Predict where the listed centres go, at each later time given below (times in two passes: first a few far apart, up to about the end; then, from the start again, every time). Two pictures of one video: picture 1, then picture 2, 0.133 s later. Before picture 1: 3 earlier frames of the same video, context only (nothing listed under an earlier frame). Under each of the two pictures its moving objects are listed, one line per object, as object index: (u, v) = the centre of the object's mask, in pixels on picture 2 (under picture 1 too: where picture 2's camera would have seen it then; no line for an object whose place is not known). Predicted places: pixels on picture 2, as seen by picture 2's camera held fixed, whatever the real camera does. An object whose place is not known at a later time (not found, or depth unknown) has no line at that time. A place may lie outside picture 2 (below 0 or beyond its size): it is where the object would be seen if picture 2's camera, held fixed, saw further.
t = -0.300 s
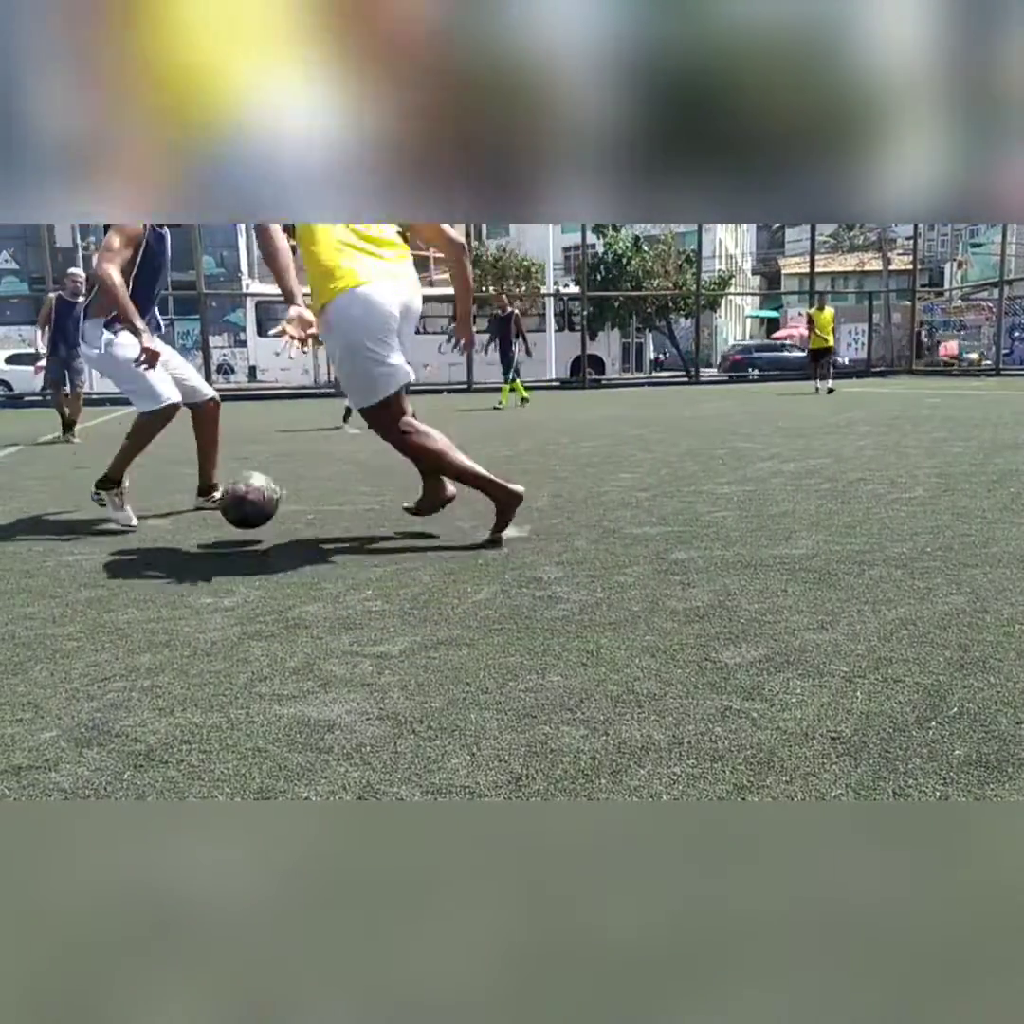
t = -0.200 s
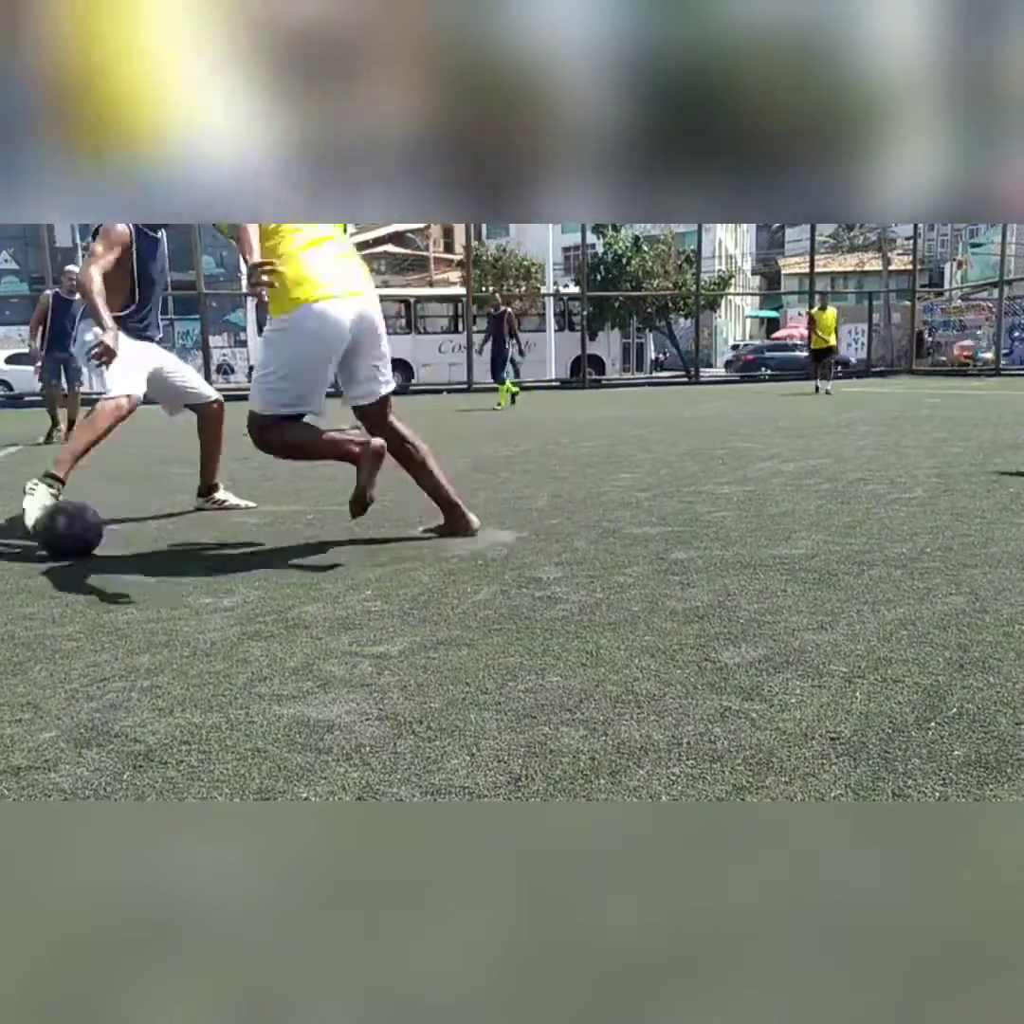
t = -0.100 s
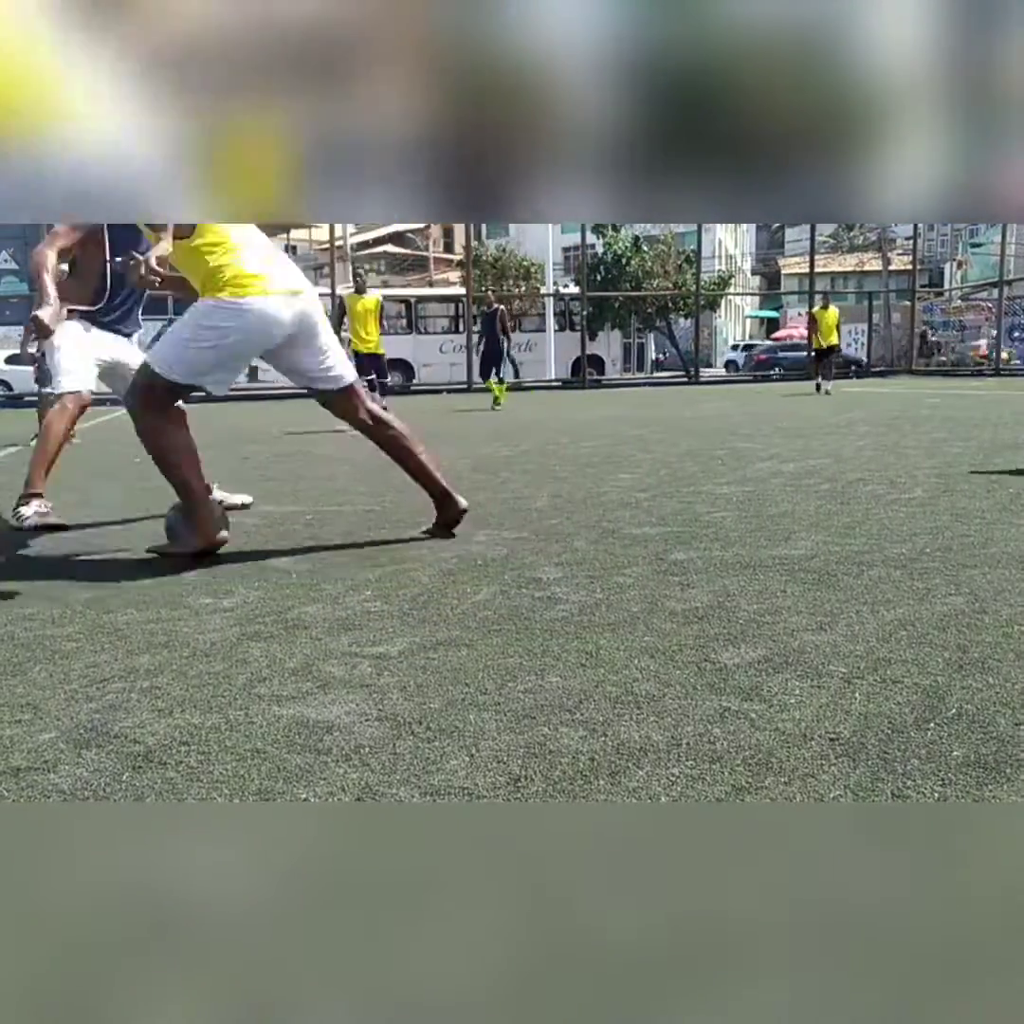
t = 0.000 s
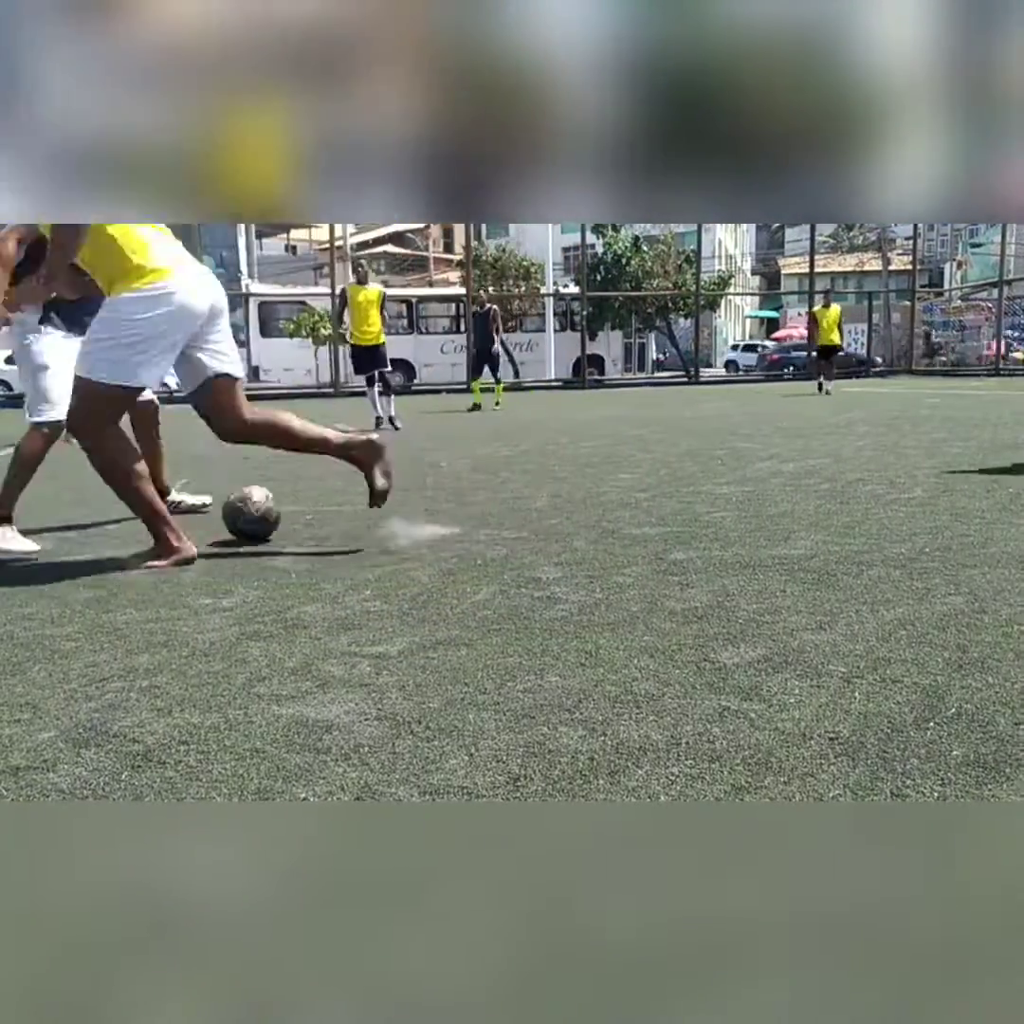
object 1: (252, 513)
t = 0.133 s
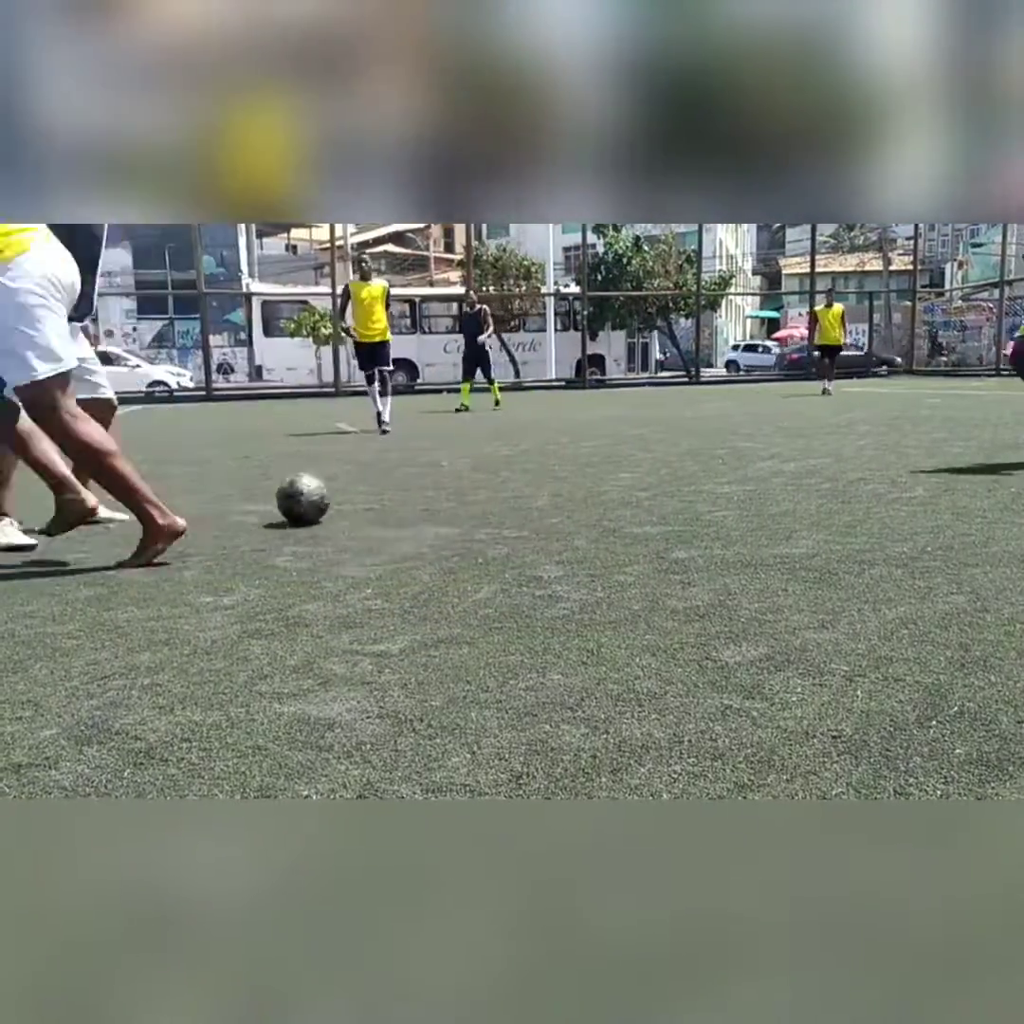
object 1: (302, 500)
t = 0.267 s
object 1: (339, 491)
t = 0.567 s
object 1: (404, 479)
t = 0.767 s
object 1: (438, 473)
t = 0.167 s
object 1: (311, 496)
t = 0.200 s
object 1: (321, 494)
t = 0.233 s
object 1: (330, 492)
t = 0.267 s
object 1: (339, 491)
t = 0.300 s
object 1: (348, 489)
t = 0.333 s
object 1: (356, 487)
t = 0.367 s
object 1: (363, 486)
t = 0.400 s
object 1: (370, 485)
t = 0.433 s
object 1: (378, 484)
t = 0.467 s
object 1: (385, 482)
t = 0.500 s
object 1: (392, 481)
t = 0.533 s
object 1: (398, 480)
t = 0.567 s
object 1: (404, 479)
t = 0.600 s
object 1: (410, 478)
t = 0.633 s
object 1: (417, 477)
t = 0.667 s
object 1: (423, 476)
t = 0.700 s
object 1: (428, 474)
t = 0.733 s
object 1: (433, 473)
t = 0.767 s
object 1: (438, 473)
